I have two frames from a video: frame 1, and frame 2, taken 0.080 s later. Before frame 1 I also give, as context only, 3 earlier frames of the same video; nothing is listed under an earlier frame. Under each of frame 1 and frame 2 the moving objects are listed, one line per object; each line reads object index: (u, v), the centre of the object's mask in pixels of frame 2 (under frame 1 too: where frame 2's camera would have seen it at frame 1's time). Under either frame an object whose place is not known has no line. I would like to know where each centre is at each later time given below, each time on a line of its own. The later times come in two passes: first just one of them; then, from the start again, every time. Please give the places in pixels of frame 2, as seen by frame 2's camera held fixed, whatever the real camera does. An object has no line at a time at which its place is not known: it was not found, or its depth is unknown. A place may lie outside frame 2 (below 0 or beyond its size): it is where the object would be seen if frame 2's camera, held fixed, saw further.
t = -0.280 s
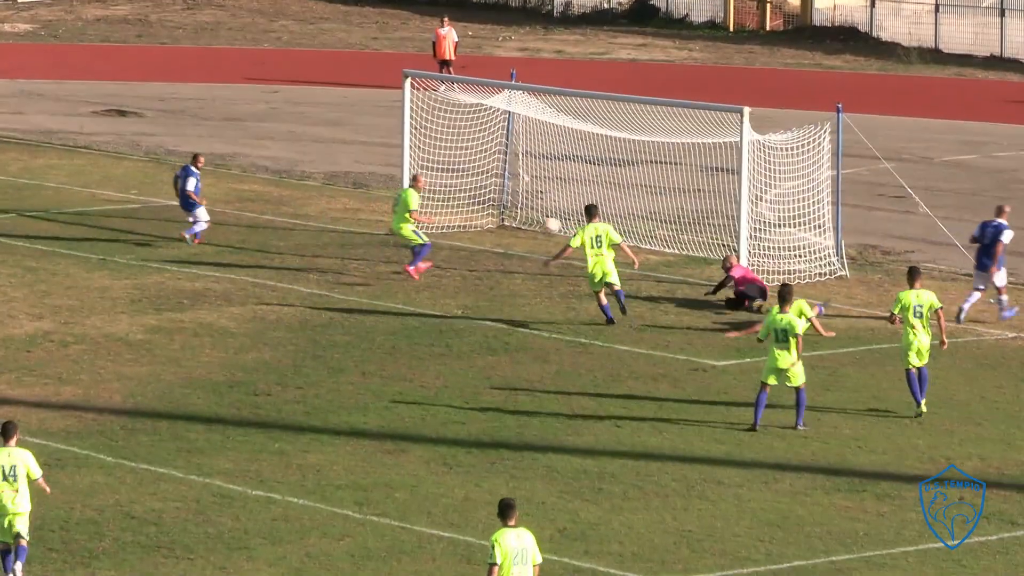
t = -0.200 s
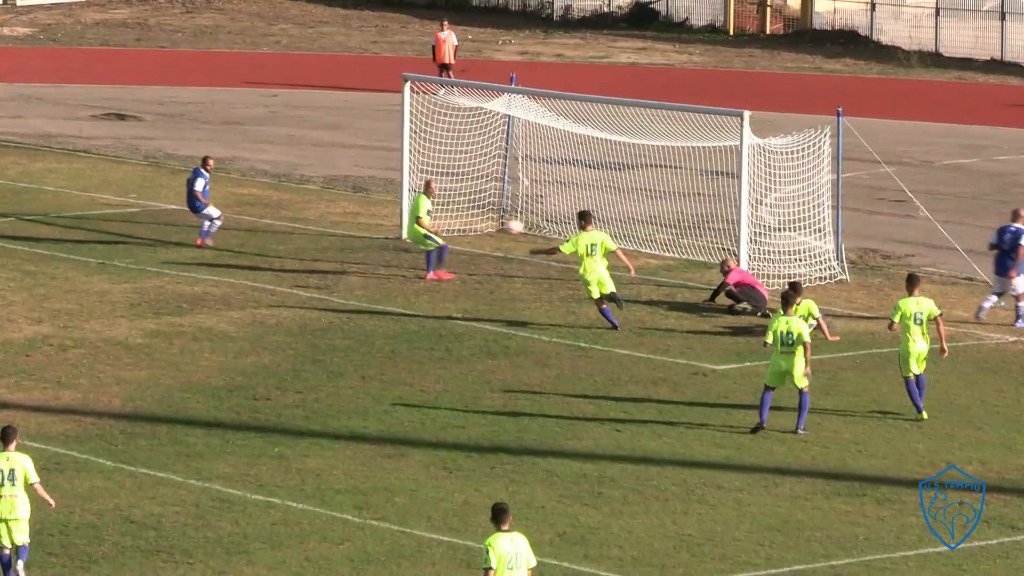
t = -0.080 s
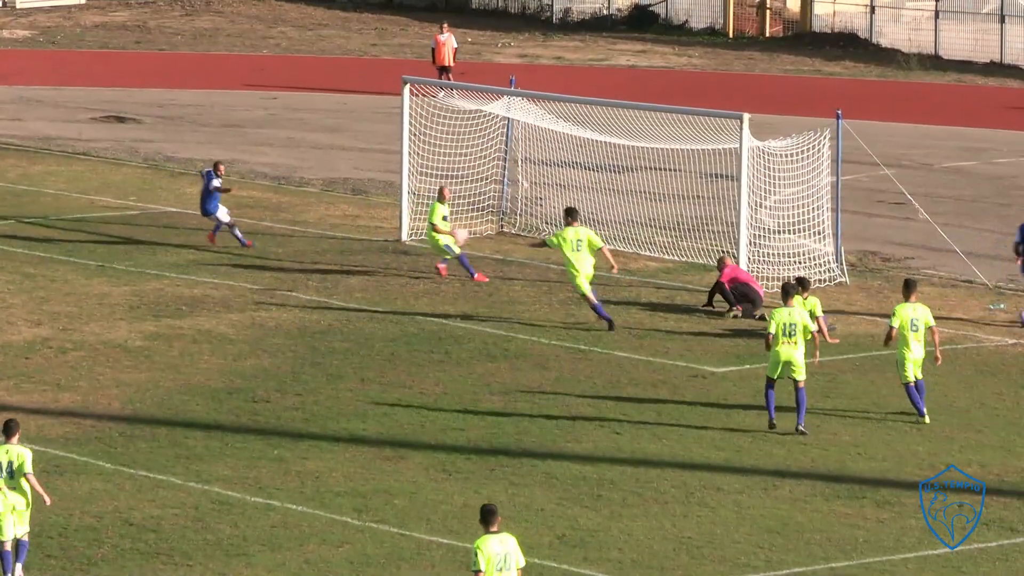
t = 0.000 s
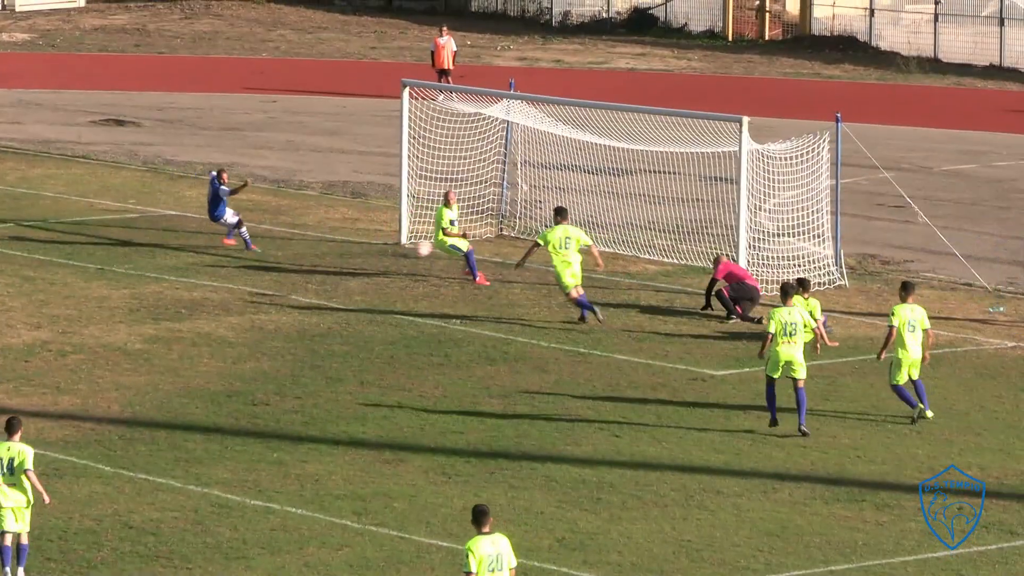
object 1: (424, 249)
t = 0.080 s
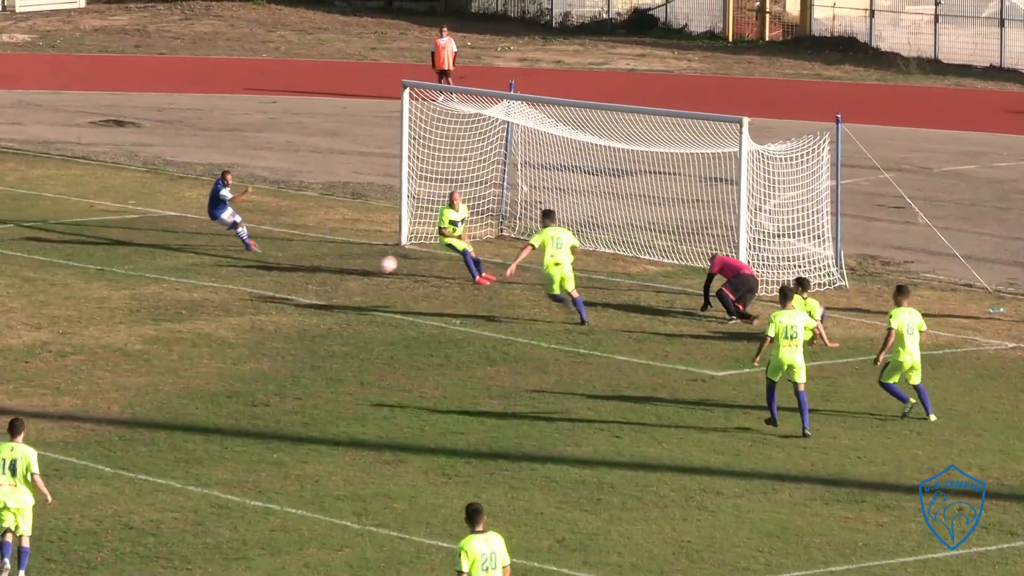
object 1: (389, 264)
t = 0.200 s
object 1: (336, 299)
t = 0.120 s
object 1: (370, 273)
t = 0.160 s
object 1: (351, 284)
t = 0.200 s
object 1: (336, 299)
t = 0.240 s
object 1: (320, 296)
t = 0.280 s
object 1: (304, 288)
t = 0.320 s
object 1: (288, 280)
